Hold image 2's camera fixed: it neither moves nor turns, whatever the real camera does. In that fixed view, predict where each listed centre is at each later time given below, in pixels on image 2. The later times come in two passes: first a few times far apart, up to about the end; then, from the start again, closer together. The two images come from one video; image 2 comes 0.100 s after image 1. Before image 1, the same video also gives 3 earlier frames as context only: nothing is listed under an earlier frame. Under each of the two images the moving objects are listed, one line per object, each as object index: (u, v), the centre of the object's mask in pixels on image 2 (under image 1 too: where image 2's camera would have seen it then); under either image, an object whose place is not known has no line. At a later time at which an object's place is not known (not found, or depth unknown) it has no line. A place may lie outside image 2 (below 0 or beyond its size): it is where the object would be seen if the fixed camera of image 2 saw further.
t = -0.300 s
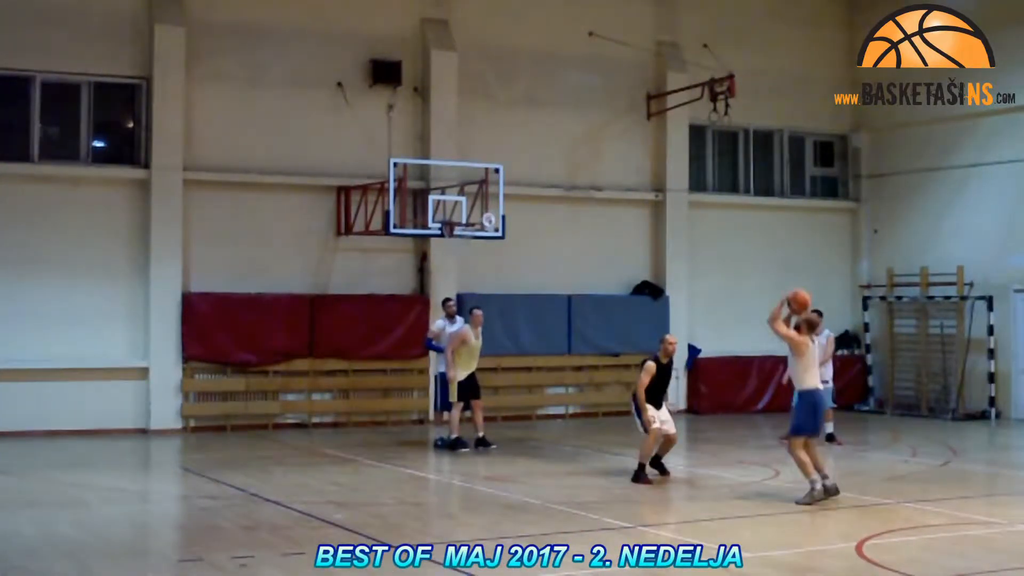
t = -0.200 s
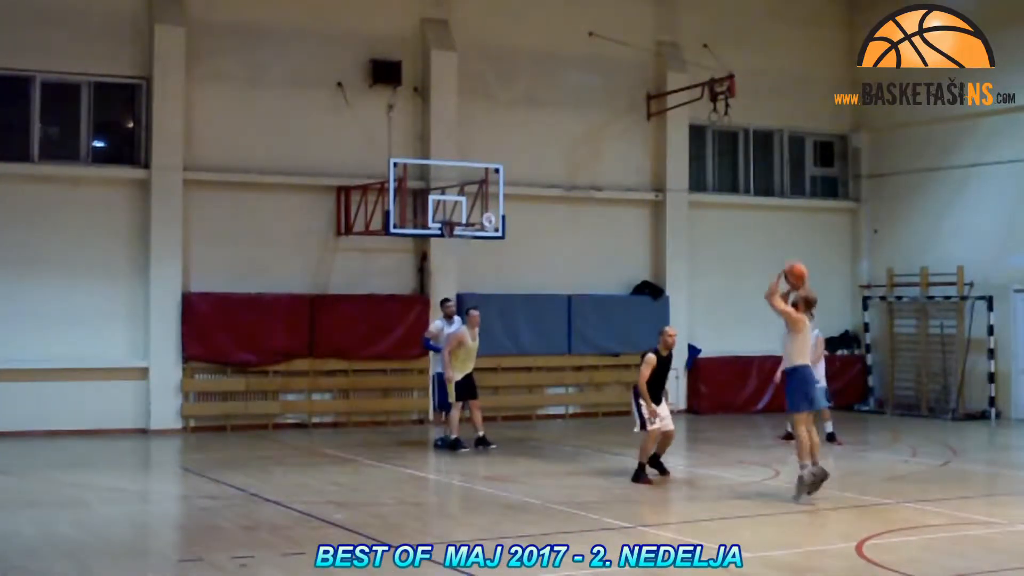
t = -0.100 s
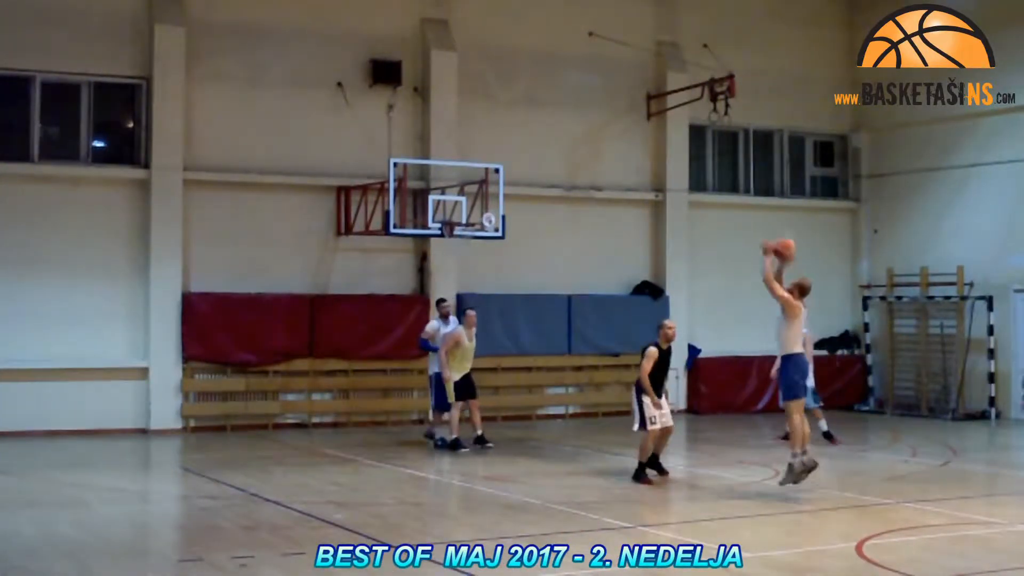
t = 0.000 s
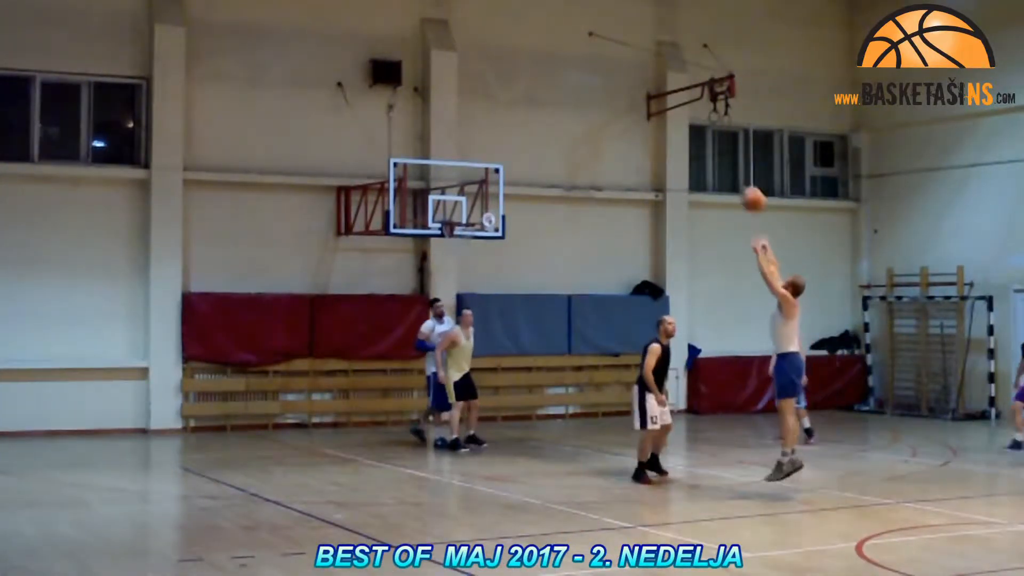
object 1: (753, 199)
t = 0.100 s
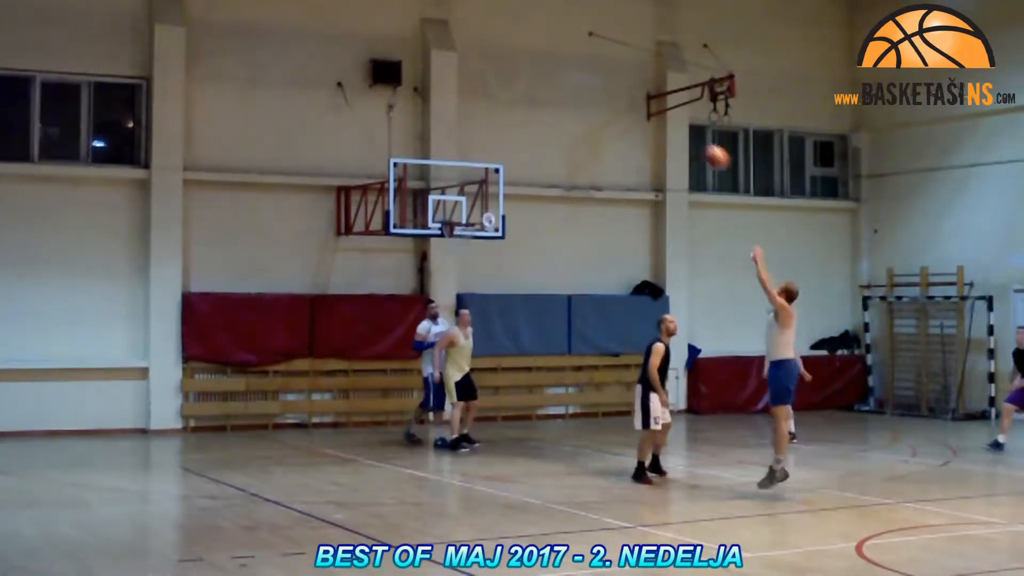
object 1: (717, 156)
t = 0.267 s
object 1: (661, 109)
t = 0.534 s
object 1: (584, 90)
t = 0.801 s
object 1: (521, 123)
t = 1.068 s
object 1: (466, 200)
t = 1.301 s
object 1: (457, 248)
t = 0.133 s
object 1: (705, 144)
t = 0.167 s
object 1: (694, 136)
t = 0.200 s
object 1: (683, 126)
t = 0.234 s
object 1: (672, 116)
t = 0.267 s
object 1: (661, 109)
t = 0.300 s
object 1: (651, 105)
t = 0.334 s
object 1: (641, 100)
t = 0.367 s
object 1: (629, 96)
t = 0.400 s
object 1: (621, 93)
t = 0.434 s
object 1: (612, 91)
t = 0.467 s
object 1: (603, 90)
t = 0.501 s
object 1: (594, 89)
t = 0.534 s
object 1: (584, 90)
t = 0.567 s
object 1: (575, 91)
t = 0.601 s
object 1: (567, 93)
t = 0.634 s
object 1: (559, 97)
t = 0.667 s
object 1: (552, 101)
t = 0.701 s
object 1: (544, 105)
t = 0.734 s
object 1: (536, 110)
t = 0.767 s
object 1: (528, 116)
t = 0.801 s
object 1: (521, 123)
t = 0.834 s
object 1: (513, 131)
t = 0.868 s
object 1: (505, 139)
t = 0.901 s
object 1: (499, 147)
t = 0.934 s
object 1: (492, 157)
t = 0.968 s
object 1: (485, 166)
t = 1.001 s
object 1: (479, 178)
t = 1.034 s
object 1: (473, 187)
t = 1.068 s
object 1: (466, 200)
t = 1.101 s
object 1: (459, 211)
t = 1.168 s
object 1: (451, 235)
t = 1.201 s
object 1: (452, 239)
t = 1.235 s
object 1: (454, 241)
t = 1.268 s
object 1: (455, 245)
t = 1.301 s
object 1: (457, 248)
